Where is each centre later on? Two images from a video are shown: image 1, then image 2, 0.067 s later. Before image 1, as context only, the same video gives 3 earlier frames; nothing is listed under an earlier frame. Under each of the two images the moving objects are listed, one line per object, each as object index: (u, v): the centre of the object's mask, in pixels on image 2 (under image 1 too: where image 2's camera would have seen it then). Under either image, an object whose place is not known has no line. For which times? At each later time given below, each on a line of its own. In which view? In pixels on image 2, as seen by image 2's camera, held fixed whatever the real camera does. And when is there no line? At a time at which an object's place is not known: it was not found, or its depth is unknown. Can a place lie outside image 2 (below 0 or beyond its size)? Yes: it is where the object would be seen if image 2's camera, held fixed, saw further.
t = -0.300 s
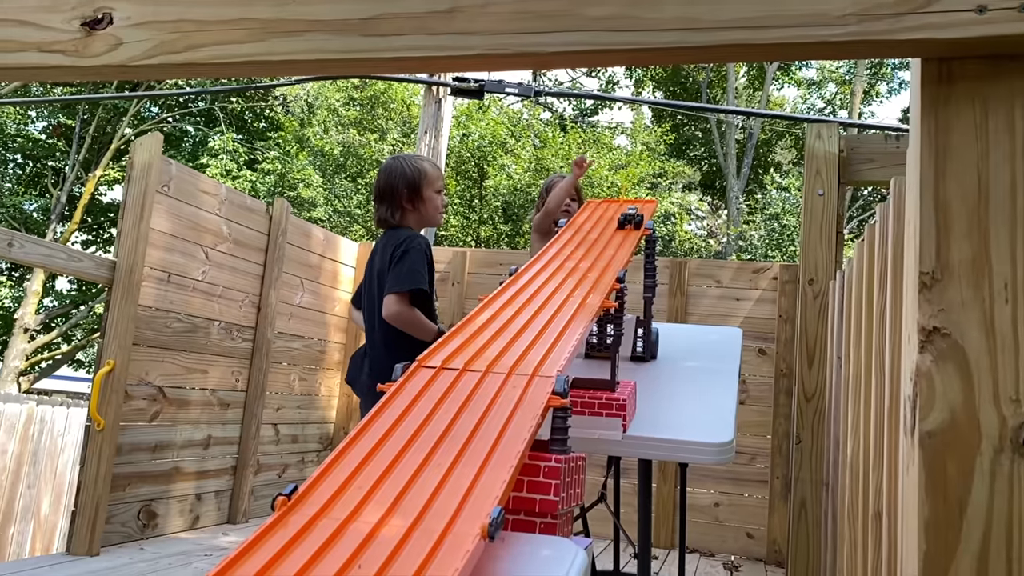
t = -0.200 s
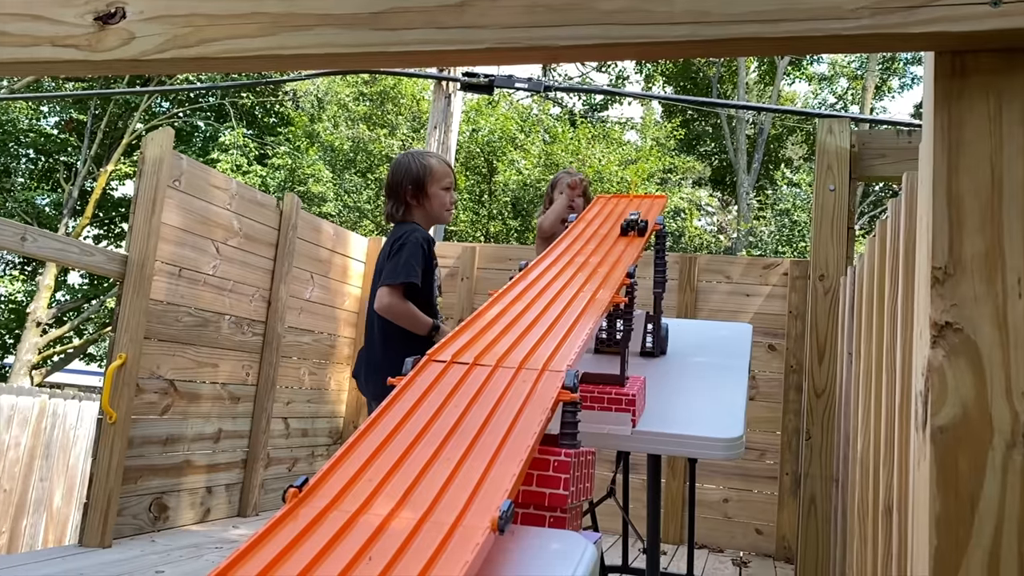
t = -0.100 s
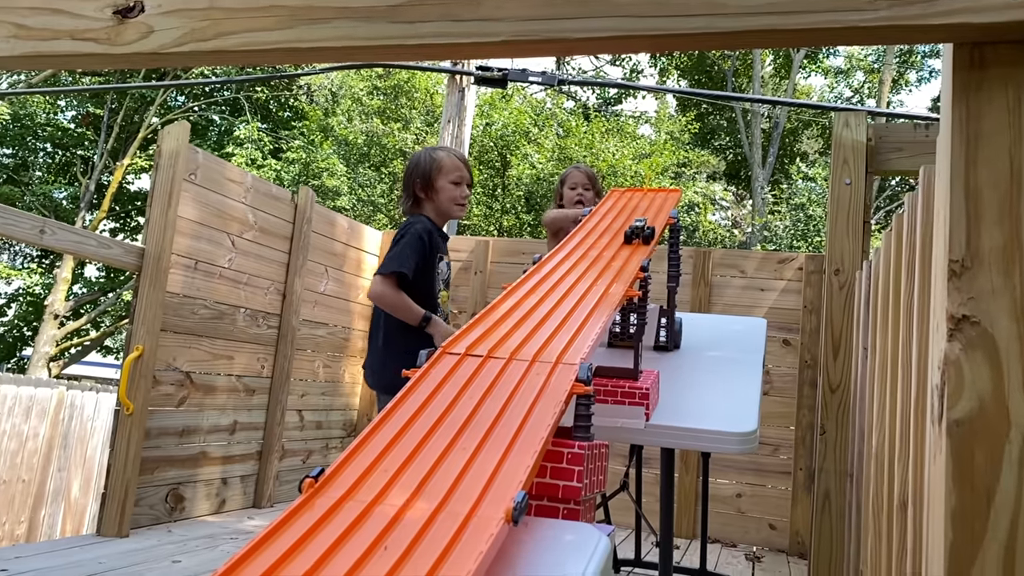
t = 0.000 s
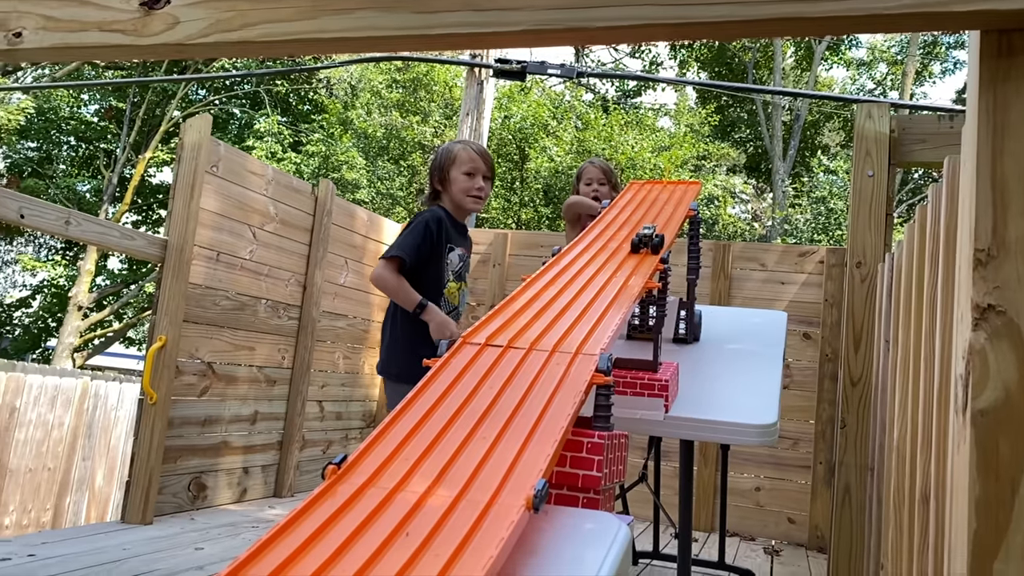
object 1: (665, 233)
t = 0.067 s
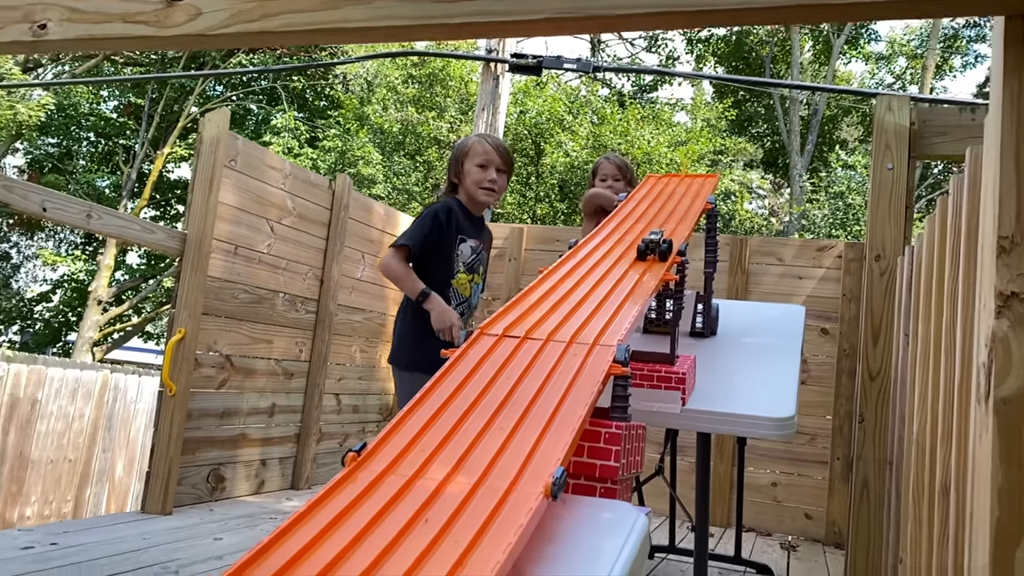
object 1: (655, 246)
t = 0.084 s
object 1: (652, 250)
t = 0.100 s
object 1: (649, 254)
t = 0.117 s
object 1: (647, 258)
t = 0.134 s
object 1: (643, 262)
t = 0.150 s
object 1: (639, 267)
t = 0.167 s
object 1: (636, 272)
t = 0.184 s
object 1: (632, 277)
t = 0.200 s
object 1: (628, 283)
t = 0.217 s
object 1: (623, 289)
